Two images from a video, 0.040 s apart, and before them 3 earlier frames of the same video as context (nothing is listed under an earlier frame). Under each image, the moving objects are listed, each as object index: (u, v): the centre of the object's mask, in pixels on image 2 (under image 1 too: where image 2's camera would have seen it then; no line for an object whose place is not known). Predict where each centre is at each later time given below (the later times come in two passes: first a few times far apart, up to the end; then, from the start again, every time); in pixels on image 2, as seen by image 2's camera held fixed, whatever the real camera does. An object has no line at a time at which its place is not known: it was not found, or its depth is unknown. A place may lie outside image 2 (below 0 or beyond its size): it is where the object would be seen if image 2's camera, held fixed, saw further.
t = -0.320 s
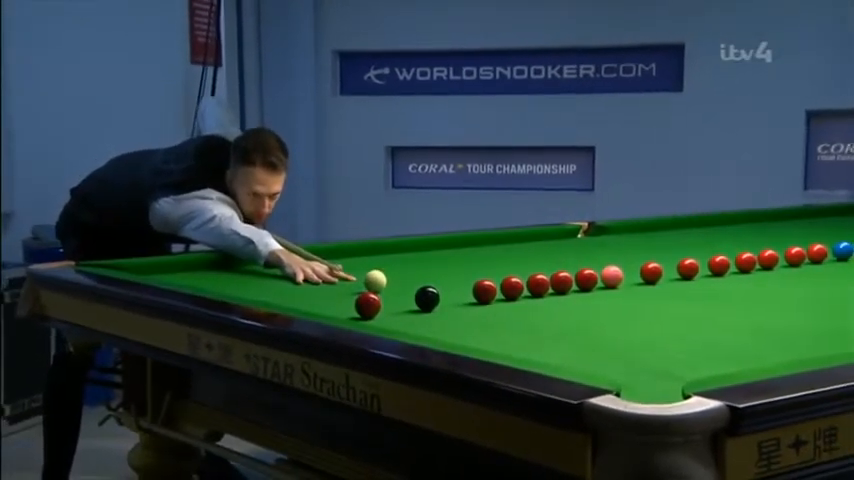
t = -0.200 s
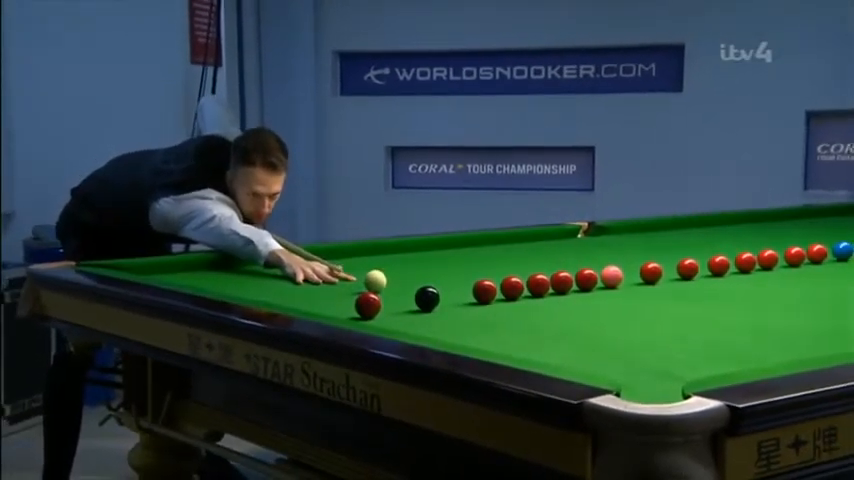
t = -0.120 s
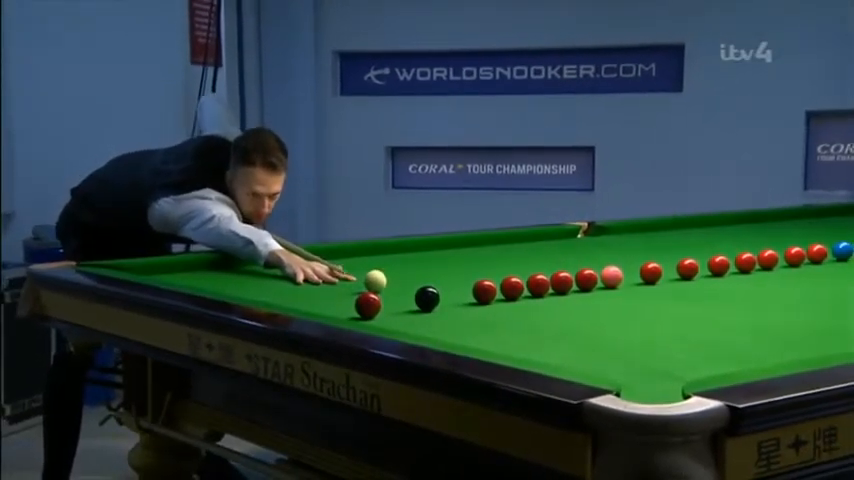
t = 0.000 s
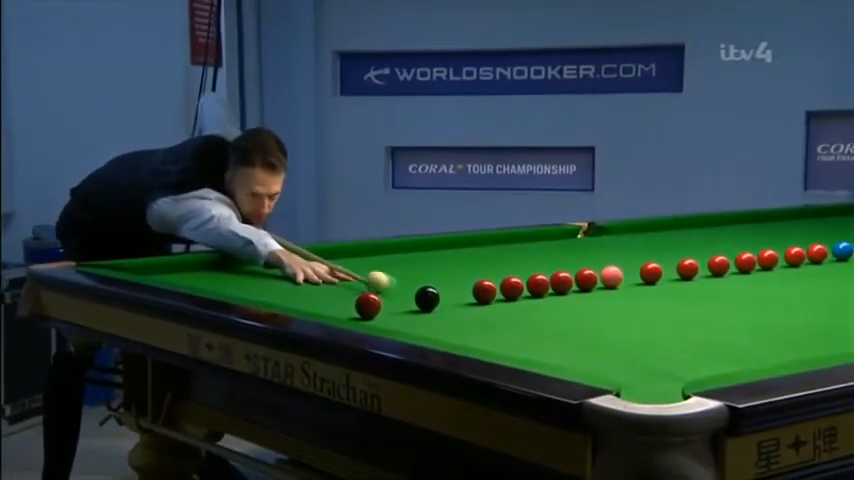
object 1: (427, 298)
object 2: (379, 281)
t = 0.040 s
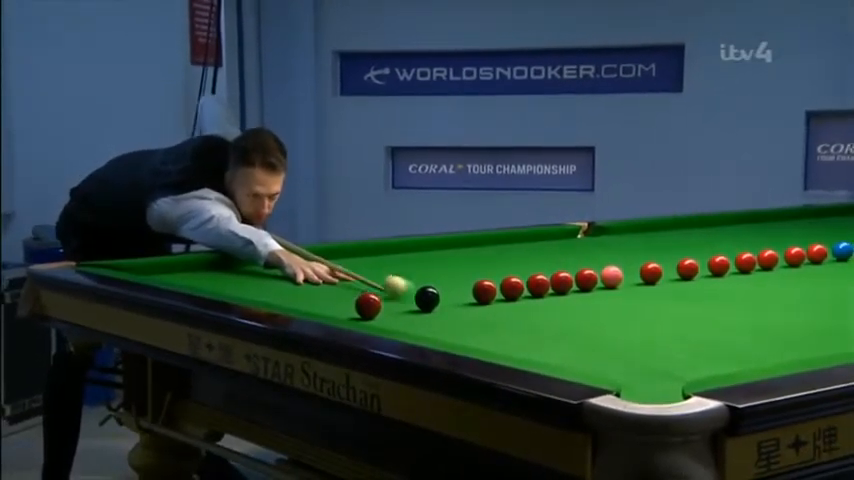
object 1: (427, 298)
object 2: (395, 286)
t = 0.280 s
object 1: (498, 329)
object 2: (434, 293)
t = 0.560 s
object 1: (633, 383)
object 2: (442, 289)
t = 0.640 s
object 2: (445, 288)
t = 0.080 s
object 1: (427, 298)
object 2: (410, 291)
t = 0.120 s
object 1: (435, 302)
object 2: (421, 293)
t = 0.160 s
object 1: (450, 308)
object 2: (427, 294)
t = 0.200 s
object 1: (465, 315)
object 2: (430, 294)
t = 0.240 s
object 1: (482, 322)
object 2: (432, 294)
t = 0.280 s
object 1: (498, 329)
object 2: (434, 293)
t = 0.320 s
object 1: (515, 336)
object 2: (435, 292)
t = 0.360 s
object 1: (533, 343)
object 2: (436, 292)
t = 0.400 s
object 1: (551, 350)
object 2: (438, 291)
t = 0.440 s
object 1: (570, 356)
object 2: (439, 291)
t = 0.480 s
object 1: (589, 362)
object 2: (440, 290)
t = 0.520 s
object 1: (610, 370)
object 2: (441, 290)
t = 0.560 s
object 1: (633, 383)
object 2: (442, 289)
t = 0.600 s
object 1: (656, 390)
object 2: (444, 288)
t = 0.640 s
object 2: (445, 288)
